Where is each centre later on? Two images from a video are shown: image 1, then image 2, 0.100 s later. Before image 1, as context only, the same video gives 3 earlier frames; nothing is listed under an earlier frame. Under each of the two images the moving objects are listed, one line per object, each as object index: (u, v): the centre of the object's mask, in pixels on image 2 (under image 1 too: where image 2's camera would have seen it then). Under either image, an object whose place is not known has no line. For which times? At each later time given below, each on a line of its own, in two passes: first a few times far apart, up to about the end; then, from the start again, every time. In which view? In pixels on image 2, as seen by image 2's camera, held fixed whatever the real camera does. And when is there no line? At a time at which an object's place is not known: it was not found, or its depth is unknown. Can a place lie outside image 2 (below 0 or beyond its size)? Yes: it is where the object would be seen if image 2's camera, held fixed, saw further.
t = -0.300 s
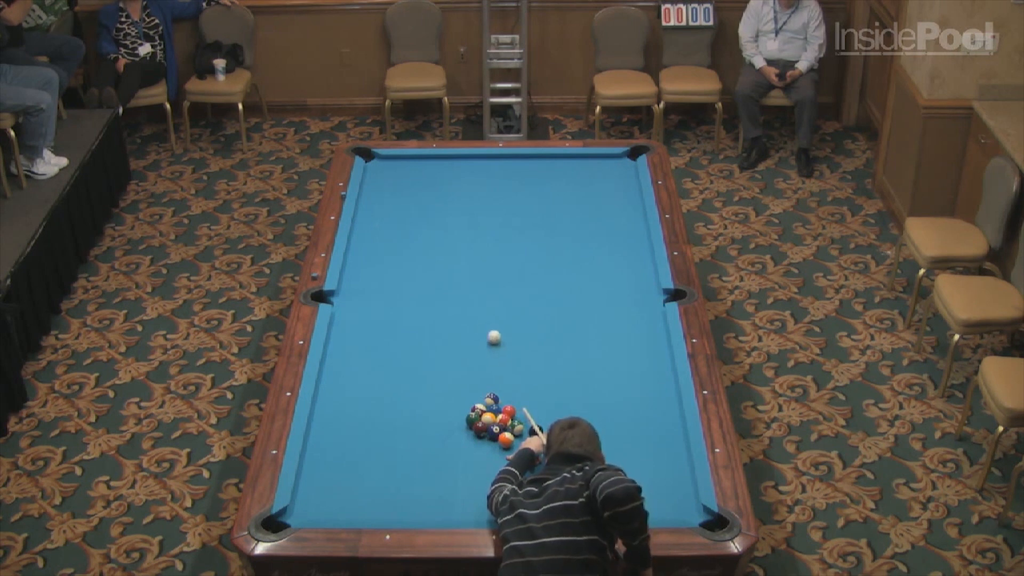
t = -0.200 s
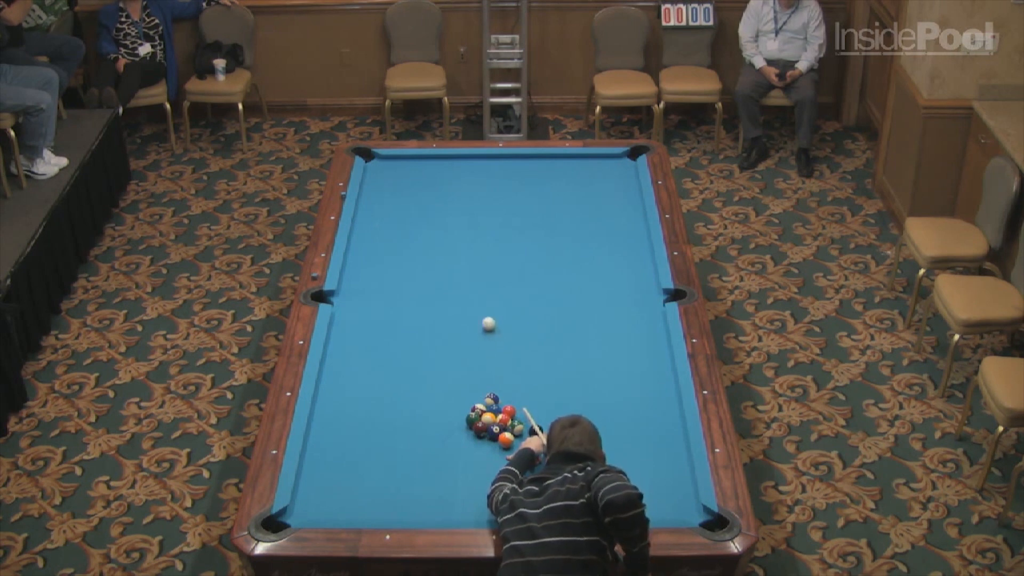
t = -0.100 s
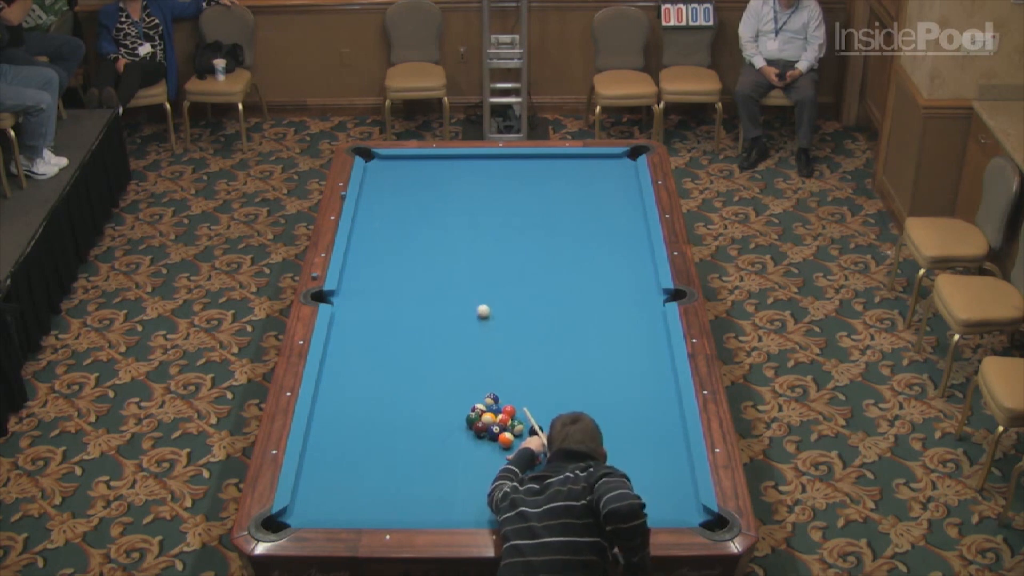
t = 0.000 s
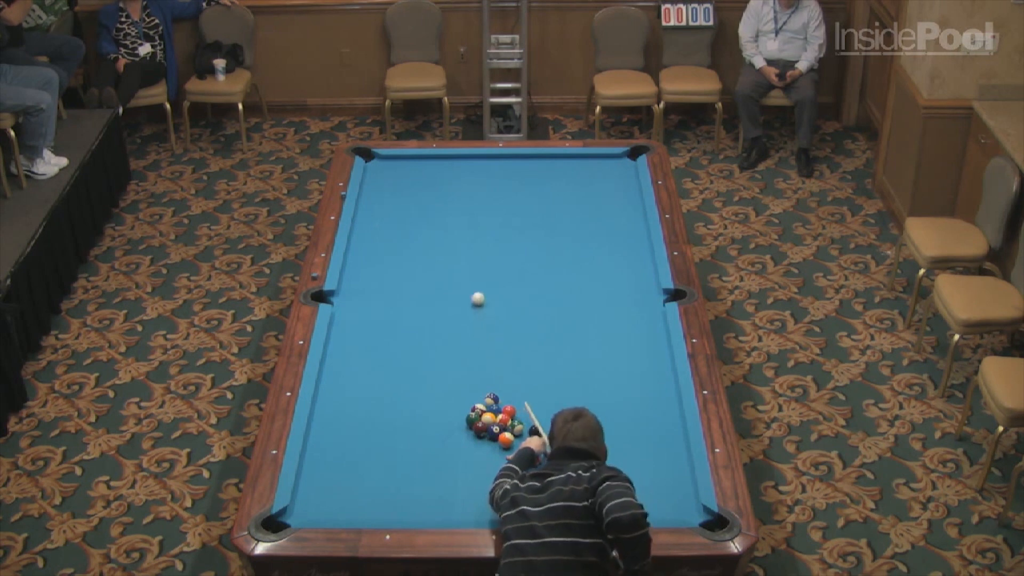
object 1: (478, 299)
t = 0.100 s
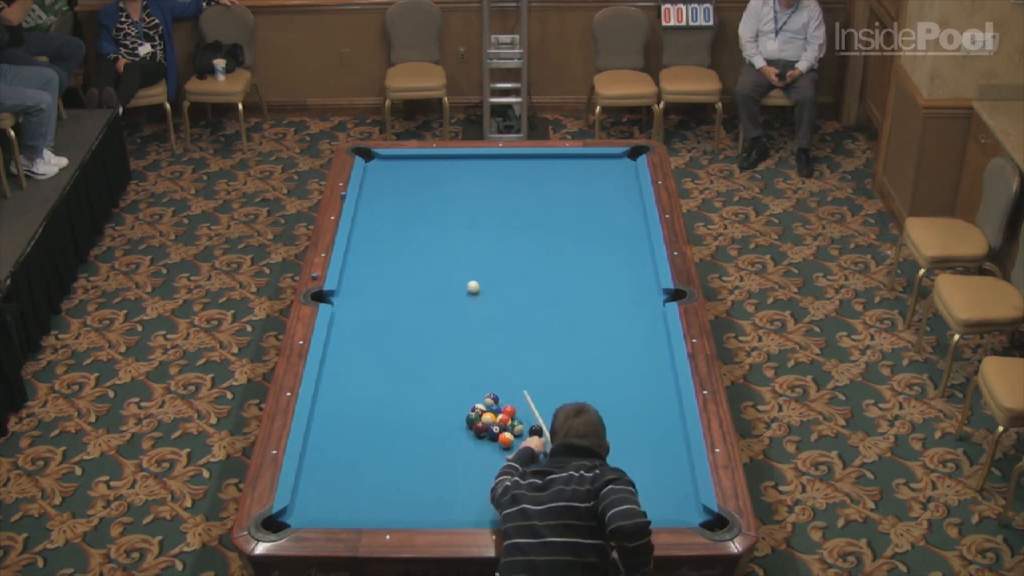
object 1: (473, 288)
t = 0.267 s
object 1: (465, 269)
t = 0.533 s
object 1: (453, 241)
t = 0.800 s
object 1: (443, 216)
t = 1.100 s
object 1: (432, 191)
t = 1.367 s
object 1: (423, 171)
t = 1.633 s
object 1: (415, 161)
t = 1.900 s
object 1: (405, 172)
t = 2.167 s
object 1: (395, 182)
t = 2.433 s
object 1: (386, 193)
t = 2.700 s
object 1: (377, 203)
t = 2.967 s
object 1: (367, 213)
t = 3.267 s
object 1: (357, 223)
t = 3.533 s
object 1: (358, 231)
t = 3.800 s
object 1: (360, 238)
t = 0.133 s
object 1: (471, 284)
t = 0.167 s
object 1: (470, 280)
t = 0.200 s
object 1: (468, 276)
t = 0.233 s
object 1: (467, 272)
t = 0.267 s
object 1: (465, 269)
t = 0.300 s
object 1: (464, 265)
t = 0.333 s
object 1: (462, 262)
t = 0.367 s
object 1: (461, 258)
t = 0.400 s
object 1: (459, 255)
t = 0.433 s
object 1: (457, 251)
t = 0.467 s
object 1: (456, 248)
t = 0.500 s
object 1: (455, 245)
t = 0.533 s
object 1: (453, 241)
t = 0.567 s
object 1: (452, 238)
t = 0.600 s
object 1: (451, 235)
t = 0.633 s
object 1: (449, 232)
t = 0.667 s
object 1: (448, 229)
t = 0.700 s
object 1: (447, 225)
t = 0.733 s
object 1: (445, 222)
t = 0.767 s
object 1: (444, 219)
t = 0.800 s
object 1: (443, 216)
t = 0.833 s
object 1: (442, 214)
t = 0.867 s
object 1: (441, 211)
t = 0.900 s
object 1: (439, 208)
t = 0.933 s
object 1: (438, 205)
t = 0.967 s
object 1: (437, 202)
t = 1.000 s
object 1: (435, 199)
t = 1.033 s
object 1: (434, 196)
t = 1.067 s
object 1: (433, 194)
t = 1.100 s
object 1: (432, 191)
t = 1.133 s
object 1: (431, 188)
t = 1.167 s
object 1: (430, 186)
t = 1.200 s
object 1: (429, 183)
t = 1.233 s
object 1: (428, 181)
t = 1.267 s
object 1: (426, 178)
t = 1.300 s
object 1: (425, 176)
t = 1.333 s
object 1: (425, 173)
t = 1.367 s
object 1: (423, 171)
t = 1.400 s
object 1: (422, 168)
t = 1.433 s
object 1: (421, 166)
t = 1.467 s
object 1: (420, 163)
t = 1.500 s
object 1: (419, 161)
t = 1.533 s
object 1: (418, 159)
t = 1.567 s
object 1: (417, 159)
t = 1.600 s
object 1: (416, 160)
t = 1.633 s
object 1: (415, 161)
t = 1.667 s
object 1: (413, 163)
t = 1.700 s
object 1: (412, 164)
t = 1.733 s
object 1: (411, 165)
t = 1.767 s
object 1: (410, 167)
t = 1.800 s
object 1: (408, 168)
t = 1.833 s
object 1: (407, 170)
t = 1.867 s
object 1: (406, 171)
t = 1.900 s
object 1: (405, 172)
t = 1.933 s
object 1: (403, 173)
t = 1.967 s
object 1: (402, 175)
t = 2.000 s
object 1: (401, 176)
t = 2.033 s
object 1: (400, 177)
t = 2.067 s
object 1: (399, 179)
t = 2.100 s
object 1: (397, 180)
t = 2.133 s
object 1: (396, 181)
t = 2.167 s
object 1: (395, 182)
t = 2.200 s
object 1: (394, 184)
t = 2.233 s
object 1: (393, 185)
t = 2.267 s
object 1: (392, 186)
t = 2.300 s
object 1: (390, 188)
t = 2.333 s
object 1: (389, 189)
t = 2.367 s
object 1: (388, 190)
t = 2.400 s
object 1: (387, 191)
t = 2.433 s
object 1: (386, 193)
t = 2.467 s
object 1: (384, 194)
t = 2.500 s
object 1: (383, 195)
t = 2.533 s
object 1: (382, 197)
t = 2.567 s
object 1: (381, 198)
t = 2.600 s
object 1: (380, 199)
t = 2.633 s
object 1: (379, 201)
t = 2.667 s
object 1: (377, 202)
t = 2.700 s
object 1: (377, 203)
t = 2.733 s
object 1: (375, 204)
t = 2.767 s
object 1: (374, 205)
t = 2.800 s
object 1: (373, 206)
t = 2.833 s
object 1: (372, 208)
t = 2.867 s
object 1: (371, 209)
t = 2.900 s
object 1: (370, 210)
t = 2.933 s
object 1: (368, 211)
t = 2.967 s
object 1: (367, 213)
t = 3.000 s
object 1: (366, 214)
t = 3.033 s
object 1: (365, 215)
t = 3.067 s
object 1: (364, 216)
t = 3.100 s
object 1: (363, 217)
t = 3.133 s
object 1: (362, 218)
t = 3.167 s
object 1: (360, 220)
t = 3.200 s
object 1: (359, 221)
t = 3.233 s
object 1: (358, 222)
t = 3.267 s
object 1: (357, 223)
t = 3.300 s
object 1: (357, 224)
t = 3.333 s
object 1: (357, 225)
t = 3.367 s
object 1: (357, 226)
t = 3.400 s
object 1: (357, 227)
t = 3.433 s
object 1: (357, 228)
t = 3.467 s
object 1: (358, 229)
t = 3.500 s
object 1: (358, 230)
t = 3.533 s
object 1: (358, 231)
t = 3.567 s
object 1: (358, 232)
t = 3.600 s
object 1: (359, 233)
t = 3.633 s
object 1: (359, 234)
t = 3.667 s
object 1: (359, 234)
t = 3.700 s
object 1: (360, 235)
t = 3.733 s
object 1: (360, 236)
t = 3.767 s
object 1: (360, 237)
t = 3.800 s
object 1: (360, 238)
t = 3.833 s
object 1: (361, 239)
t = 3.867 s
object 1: (361, 240)
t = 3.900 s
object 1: (361, 240)
